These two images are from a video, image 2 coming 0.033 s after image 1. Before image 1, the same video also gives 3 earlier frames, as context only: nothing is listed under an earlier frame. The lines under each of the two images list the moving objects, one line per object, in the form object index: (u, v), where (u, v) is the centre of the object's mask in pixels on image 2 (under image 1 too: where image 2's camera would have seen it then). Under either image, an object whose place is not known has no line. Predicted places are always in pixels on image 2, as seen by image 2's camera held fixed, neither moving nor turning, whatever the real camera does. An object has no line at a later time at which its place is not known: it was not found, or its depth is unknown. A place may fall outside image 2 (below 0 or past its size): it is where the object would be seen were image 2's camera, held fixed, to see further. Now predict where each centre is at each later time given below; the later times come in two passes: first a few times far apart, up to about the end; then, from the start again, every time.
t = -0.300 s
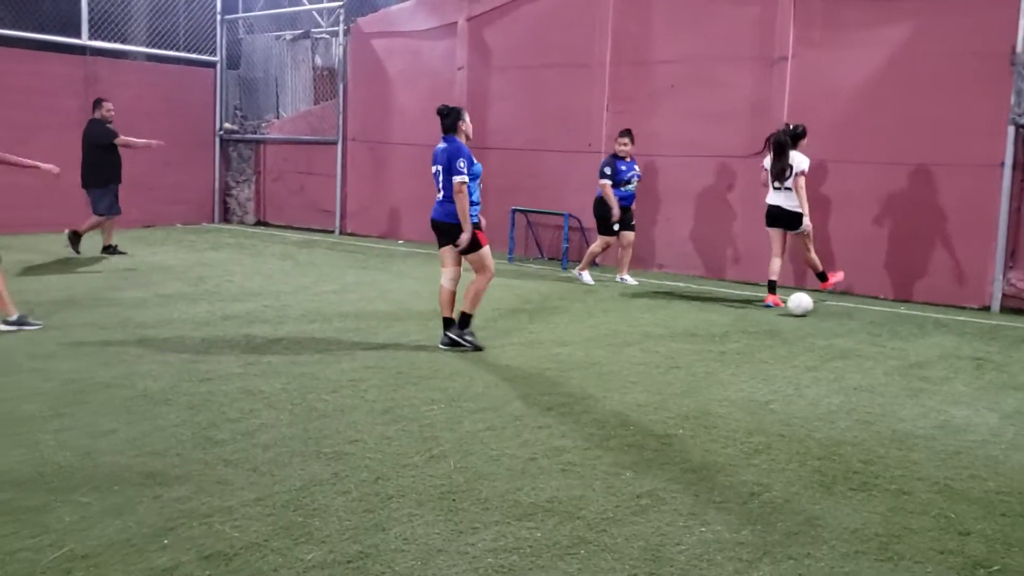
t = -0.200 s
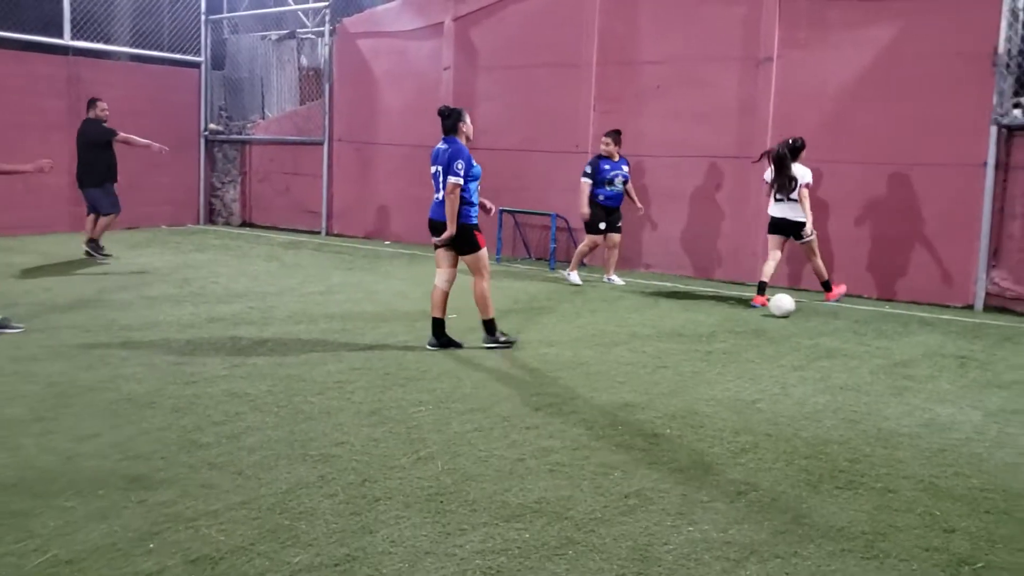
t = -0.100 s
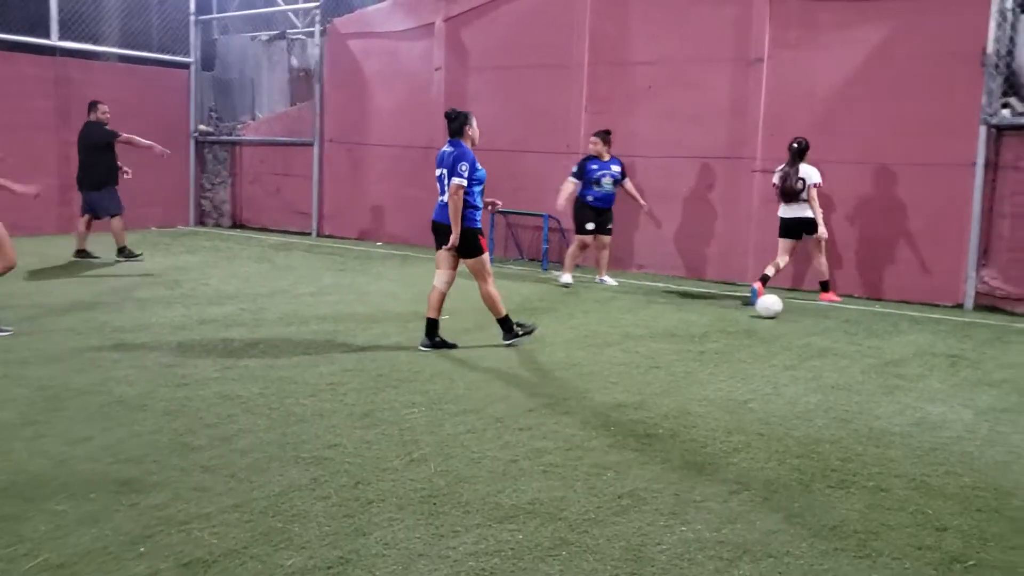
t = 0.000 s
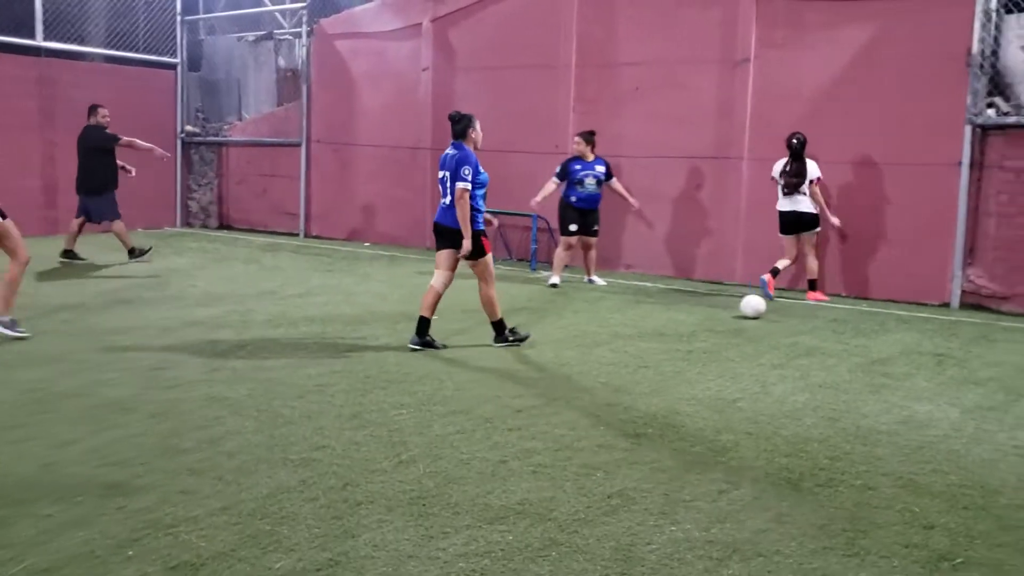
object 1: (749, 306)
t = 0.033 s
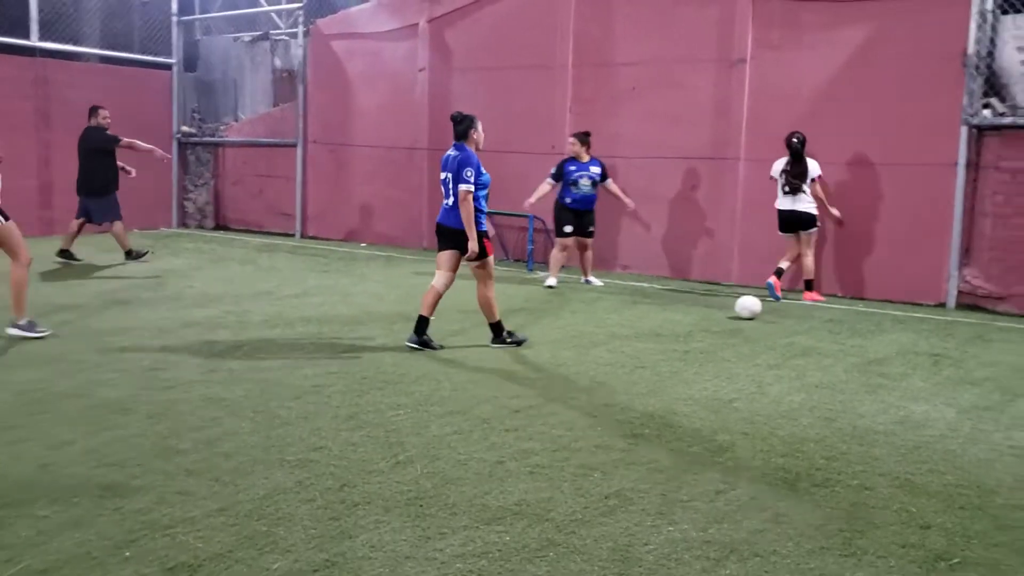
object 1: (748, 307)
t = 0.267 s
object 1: (739, 309)
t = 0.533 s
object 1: (729, 312)
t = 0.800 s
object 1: (721, 313)
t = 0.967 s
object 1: (717, 313)
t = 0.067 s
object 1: (747, 308)
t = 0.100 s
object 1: (745, 308)
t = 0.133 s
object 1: (744, 308)
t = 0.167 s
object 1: (743, 309)
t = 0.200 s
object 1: (742, 309)
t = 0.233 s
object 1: (741, 309)
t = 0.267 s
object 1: (739, 309)
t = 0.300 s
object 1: (738, 310)
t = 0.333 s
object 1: (737, 310)
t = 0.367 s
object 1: (736, 310)
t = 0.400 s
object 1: (735, 311)
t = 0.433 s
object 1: (733, 311)
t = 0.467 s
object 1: (732, 311)
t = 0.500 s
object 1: (731, 312)
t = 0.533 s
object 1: (729, 312)
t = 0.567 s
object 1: (728, 312)
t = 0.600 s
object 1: (727, 312)
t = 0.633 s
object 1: (726, 312)
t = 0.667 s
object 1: (724, 313)
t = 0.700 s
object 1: (723, 313)
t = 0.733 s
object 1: (722, 313)
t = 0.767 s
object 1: (722, 313)
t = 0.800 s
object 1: (721, 313)
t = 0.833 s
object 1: (720, 313)
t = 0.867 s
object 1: (719, 313)
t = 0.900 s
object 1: (719, 313)
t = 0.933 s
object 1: (718, 313)
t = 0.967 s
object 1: (717, 313)
